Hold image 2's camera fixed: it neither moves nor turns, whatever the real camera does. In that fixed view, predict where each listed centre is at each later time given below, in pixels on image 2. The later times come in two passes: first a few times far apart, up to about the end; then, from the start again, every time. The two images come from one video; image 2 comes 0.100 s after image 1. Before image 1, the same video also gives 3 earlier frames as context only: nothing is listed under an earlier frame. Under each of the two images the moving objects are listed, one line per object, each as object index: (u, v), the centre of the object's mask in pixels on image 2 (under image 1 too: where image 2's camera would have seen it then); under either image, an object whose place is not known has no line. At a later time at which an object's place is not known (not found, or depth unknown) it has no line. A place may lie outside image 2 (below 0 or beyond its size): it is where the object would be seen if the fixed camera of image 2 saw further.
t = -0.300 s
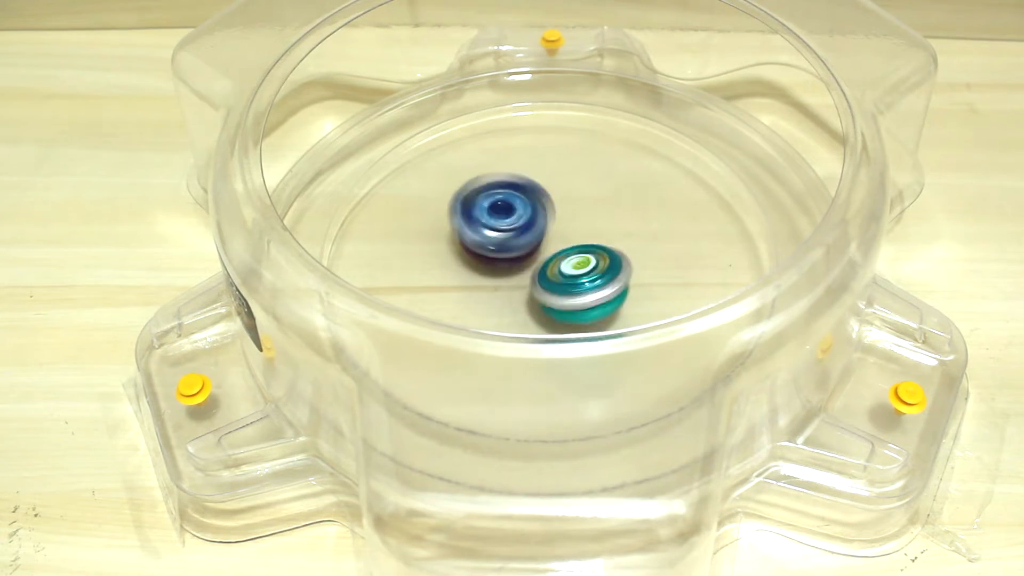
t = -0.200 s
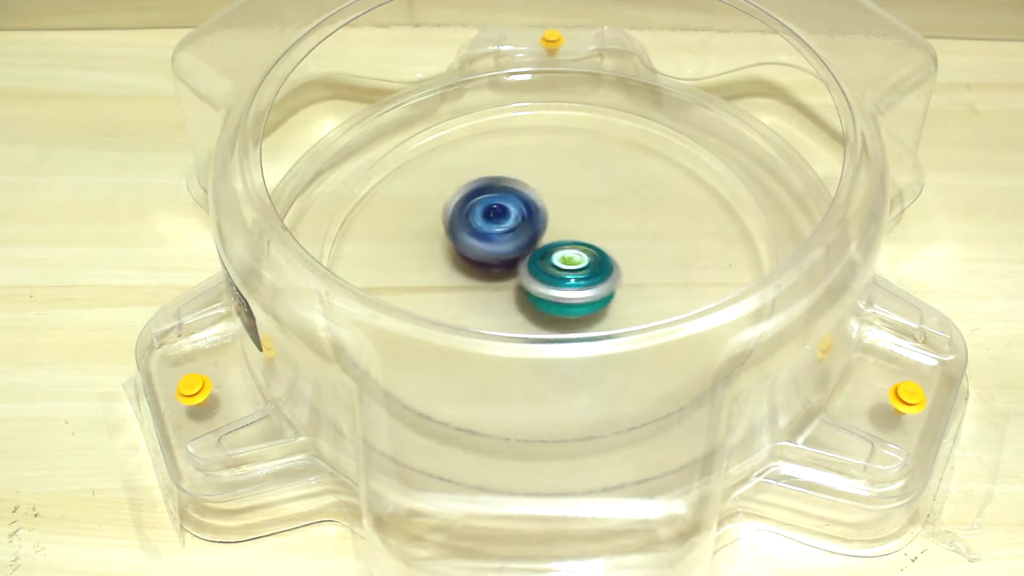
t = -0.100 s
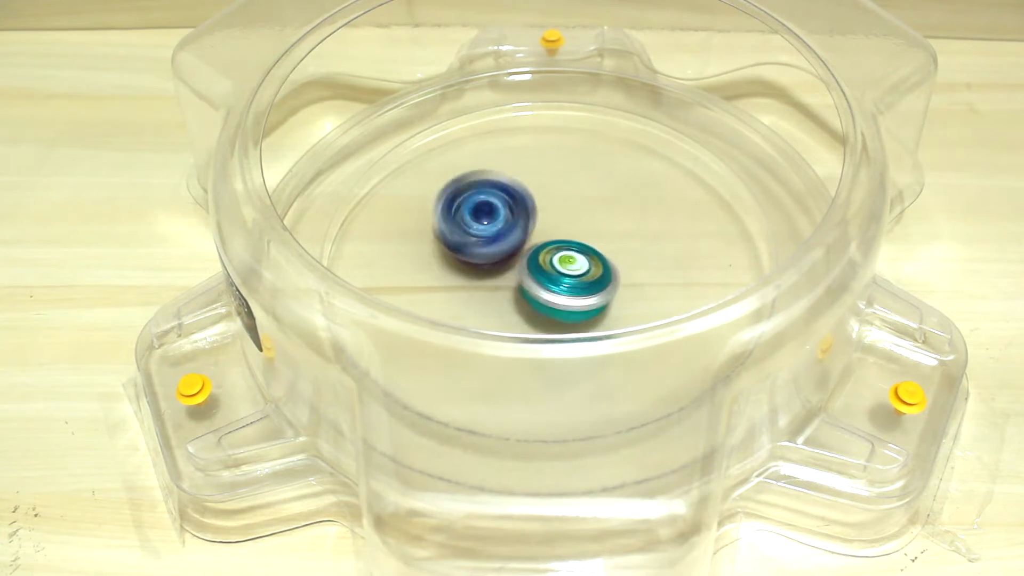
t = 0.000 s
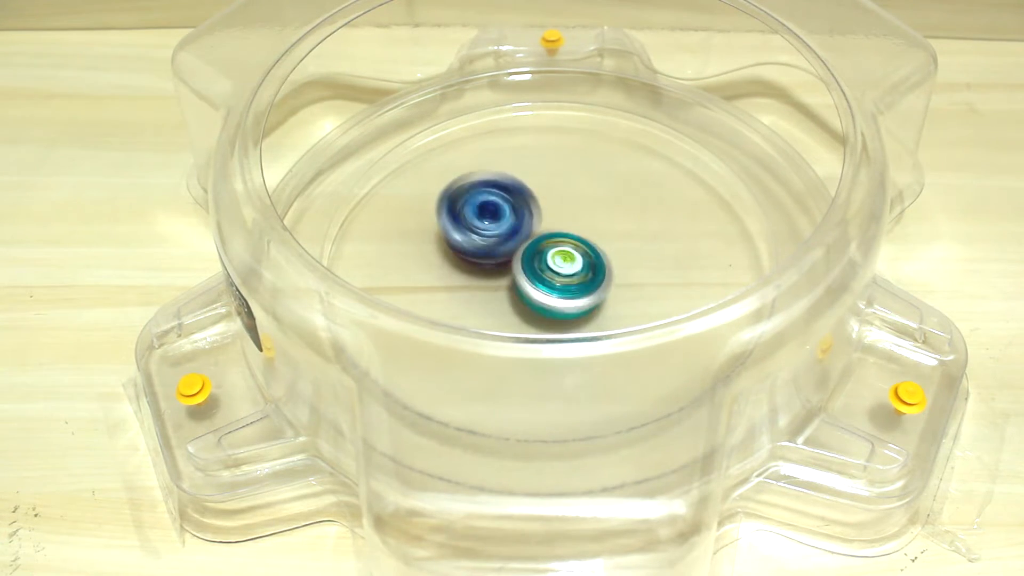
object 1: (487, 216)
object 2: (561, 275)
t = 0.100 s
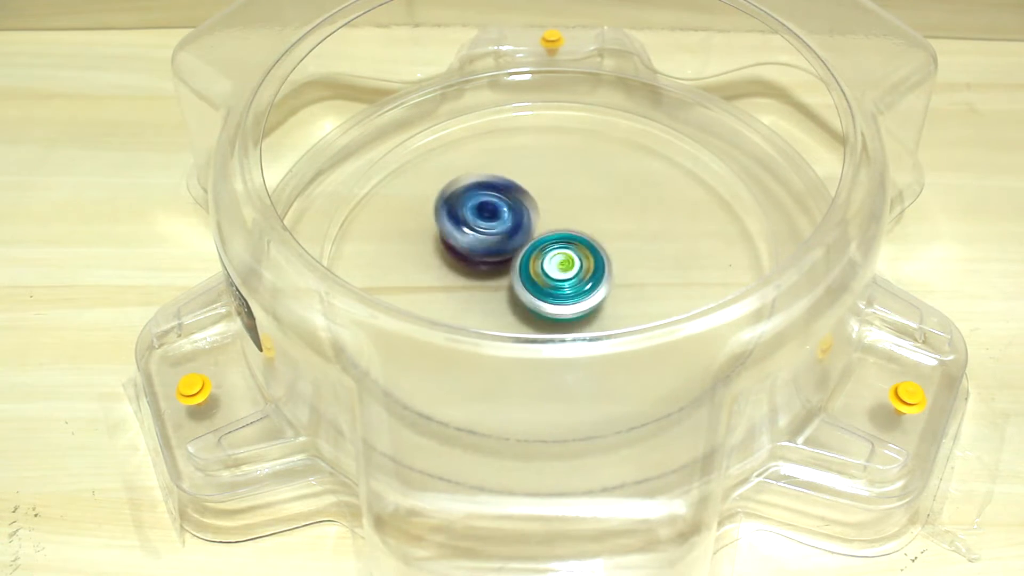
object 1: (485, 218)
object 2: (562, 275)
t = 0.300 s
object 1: (474, 226)
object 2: (575, 287)
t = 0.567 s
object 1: (470, 221)
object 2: (564, 291)
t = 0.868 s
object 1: (472, 196)
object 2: (581, 278)
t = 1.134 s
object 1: (495, 216)
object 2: (573, 271)
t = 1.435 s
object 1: (498, 220)
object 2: (586, 272)
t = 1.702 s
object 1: (481, 216)
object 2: (597, 260)
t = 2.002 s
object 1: (496, 234)
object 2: (598, 246)
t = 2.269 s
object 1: (495, 250)
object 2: (599, 258)
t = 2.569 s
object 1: (474, 249)
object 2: (589, 244)
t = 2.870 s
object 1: (488, 250)
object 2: (586, 239)
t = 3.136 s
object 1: (486, 250)
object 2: (595, 240)
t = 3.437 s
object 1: (487, 251)
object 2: (587, 250)
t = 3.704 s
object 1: (486, 250)
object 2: (572, 287)
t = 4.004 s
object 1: (486, 250)
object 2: (575, 283)
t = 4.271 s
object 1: (486, 250)
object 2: (596, 279)
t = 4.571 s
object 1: (486, 250)
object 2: (571, 290)
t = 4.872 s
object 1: (486, 250)
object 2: (579, 280)
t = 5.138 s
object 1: (486, 250)
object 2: (593, 278)
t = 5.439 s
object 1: (486, 250)
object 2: (571, 291)
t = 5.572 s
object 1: (486, 250)
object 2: (571, 289)
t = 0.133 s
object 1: (482, 219)
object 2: (563, 276)
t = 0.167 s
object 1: (481, 223)
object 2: (563, 278)
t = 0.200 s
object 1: (479, 224)
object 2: (564, 279)
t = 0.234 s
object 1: (472, 223)
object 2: (569, 283)
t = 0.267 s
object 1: (470, 225)
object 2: (572, 286)
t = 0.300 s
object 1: (474, 226)
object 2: (575, 287)
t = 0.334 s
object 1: (477, 225)
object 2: (573, 290)
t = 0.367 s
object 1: (477, 223)
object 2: (571, 291)
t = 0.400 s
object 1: (477, 223)
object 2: (569, 291)
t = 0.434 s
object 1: (478, 224)
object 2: (565, 292)
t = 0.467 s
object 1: (479, 226)
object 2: (561, 288)
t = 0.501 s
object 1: (483, 229)
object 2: (556, 287)
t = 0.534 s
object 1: (483, 228)
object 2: (553, 287)
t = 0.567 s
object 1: (470, 221)
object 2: (564, 291)
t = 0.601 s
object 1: (467, 211)
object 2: (572, 295)
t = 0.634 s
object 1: (462, 204)
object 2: (577, 295)
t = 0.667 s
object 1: (458, 200)
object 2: (580, 293)
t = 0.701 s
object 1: (457, 196)
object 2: (578, 291)
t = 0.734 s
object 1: (458, 197)
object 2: (579, 289)
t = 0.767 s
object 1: (459, 198)
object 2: (580, 286)
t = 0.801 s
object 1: (463, 199)
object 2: (579, 283)
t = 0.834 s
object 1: (469, 198)
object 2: (579, 279)
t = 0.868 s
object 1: (472, 196)
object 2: (581, 278)
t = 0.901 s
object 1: (474, 195)
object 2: (581, 278)
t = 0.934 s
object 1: (474, 196)
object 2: (580, 277)
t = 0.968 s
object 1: (474, 199)
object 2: (580, 277)
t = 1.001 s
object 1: (478, 201)
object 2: (577, 277)
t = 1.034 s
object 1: (483, 205)
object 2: (574, 276)
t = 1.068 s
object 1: (487, 210)
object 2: (574, 274)
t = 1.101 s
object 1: (491, 215)
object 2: (573, 272)
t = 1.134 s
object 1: (495, 216)
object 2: (573, 271)
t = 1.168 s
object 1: (492, 214)
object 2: (580, 274)
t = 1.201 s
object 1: (491, 215)
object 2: (582, 277)
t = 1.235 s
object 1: (491, 217)
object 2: (580, 277)
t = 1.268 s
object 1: (494, 219)
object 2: (579, 277)
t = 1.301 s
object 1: (500, 218)
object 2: (577, 276)
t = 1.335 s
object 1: (502, 220)
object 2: (577, 275)
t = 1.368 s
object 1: (500, 219)
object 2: (580, 273)
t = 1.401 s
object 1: (502, 219)
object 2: (581, 272)
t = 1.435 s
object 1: (498, 220)
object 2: (586, 272)
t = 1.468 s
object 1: (494, 219)
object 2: (592, 273)
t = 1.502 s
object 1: (495, 218)
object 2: (594, 273)
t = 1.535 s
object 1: (495, 216)
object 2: (596, 272)
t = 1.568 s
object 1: (492, 214)
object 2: (595, 269)
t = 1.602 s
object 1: (488, 212)
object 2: (597, 266)
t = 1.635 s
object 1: (484, 212)
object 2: (597, 265)
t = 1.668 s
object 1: (482, 213)
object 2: (597, 263)
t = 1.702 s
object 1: (481, 216)
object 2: (597, 260)
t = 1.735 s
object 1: (484, 219)
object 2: (595, 258)
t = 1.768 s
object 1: (491, 221)
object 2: (591, 256)
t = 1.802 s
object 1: (496, 223)
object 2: (590, 253)
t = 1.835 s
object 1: (496, 224)
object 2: (591, 250)
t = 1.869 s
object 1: (494, 224)
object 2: (590, 248)
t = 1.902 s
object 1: (492, 226)
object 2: (591, 246)
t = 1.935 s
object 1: (492, 229)
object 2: (595, 245)
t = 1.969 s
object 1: (496, 233)
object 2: (597, 245)
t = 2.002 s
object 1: (496, 234)
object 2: (598, 246)
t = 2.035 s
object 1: (491, 235)
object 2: (604, 245)
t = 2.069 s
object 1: (485, 235)
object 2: (611, 247)
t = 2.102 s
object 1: (481, 237)
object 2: (613, 251)
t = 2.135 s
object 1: (481, 241)
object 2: (613, 253)
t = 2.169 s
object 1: (488, 244)
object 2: (612, 255)
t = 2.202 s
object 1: (493, 247)
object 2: (611, 257)
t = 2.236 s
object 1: (496, 249)
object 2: (606, 258)
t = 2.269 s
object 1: (495, 250)
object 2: (599, 258)
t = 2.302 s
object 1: (493, 250)
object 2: (596, 259)
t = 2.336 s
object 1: (487, 252)
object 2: (594, 258)
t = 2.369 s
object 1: (485, 254)
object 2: (590, 257)
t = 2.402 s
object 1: (487, 253)
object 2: (588, 254)
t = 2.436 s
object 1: (483, 252)
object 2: (591, 251)
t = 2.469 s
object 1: (482, 249)
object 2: (591, 250)
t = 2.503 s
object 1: (478, 248)
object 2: (590, 247)
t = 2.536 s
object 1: (476, 248)
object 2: (590, 246)
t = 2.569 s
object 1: (474, 249)
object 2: (589, 244)
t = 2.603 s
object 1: (476, 249)
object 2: (590, 242)
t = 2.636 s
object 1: (481, 249)
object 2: (588, 242)
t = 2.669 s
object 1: (487, 251)
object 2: (587, 243)
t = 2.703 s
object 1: (485, 251)
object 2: (589, 243)
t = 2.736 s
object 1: (484, 250)
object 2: (590, 243)
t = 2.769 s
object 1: (485, 251)
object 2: (591, 243)
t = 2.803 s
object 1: (486, 250)
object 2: (590, 242)
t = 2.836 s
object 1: (487, 250)
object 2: (588, 241)
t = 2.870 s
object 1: (488, 250)
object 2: (586, 239)
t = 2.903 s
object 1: (489, 250)
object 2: (583, 237)
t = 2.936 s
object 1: (489, 251)
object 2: (583, 236)
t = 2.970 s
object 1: (489, 251)
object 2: (583, 235)
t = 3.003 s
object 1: (489, 251)
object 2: (583, 235)
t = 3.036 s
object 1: (489, 251)
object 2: (584, 237)
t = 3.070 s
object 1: (487, 250)
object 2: (585, 238)
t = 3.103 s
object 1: (485, 250)
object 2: (591, 239)
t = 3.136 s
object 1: (486, 250)
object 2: (595, 240)
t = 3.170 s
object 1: (487, 250)
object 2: (597, 241)
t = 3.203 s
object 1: (488, 249)
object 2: (598, 241)
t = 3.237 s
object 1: (488, 249)
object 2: (598, 241)
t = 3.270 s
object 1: (489, 250)
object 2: (598, 241)
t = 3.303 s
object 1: (489, 250)
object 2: (597, 242)
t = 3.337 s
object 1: (488, 250)
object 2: (596, 242)
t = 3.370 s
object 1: (488, 250)
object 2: (595, 244)
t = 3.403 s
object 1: (487, 250)
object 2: (592, 247)
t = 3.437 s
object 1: (487, 251)
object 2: (587, 250)
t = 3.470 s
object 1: (487, 250)
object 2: (583, 253)
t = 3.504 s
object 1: (486, 250)
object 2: (580, 258)
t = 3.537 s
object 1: (486, 250)
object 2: (577, 264)
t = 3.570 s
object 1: (486, 250)
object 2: (575, 269)
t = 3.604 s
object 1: (486, 250)
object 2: (574, 275)
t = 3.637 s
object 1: (486, 250)
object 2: (573, 279)
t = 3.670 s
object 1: (486, 250)
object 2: (572, 284)
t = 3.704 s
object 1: (486, 250)
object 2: (572, 287)
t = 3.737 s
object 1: (486, 250)
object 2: (571, 289)
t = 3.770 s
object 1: (486, 250)
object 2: (571, 291)
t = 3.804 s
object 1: (486, 250)
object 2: (571, 291)
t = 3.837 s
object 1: (486, 250)
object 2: (571, 292)
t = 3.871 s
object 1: (486, 250)
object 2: (571, 291)
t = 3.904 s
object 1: (486, 250)
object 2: (571, 290)
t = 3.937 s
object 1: (486, 250)
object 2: (571, 288)
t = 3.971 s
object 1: (486, 250)
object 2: (572, 286)
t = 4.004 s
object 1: (486, 250)
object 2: (575, 283)
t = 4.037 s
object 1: (486, 250)
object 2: (578, 281)
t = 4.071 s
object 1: (486, 250)
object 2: (582, 280)
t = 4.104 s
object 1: (486, 250)
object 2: (587, 279)
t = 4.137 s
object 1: (486, 250)
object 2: (591, 278)
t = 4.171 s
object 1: (486, 250)
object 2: (594, 279)
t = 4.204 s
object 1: (486, 250)
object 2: (596, 279)
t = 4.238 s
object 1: (486, 250)
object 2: (596, 279)
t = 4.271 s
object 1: (486, 250)
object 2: (596, 279)
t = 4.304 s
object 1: (486, 250)
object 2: (594, 279)
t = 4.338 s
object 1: (486, 250)
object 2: (591, 278)
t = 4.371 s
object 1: (486, 250)
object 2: (588, 279)
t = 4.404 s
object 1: (486, 250)
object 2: (583, 279)
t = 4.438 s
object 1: (486, 250)
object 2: (579, 280)
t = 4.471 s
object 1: (486, 250)
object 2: (576, 282)
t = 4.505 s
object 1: (486, 250)
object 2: (573, 285)
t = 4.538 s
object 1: (486, 250)
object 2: (571, 288)
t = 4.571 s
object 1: (486, 250)
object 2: (571, 290)
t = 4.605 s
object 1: (486, 250)
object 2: (571, 291)
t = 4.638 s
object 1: (486, 250)
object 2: (571, 291)
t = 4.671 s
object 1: (486, 250)
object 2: (571, 291)
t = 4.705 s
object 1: (486, 250)
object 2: (571, 291)
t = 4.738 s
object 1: (486, 250)
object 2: (571, 290)
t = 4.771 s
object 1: (486, 250)
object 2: (571, 287)
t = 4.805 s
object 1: (486, 250)
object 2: (573, 285)
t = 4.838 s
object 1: (486, 250)
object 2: (576, 282)
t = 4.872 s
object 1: (486, 250)
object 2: (579, 280)
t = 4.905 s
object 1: (486, 250)
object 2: (583, 279)
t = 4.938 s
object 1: (486, 250)
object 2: (587, 278)
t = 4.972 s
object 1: (486, 250)
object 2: (591, 278)
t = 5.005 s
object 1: (486, 250)
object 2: (594, 279)
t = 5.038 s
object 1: (486, 250)
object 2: (595, 279)
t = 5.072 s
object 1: (486, 250)
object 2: (596, 279)
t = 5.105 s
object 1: (486, 250)
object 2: (595, 279)
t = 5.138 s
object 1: (486, 250)
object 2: (593, 278)
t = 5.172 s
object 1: (486, 250)
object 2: (590, 278)
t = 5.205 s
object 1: (486, 250)
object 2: (586, 279)
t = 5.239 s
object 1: (486, 250)
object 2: (582, 280)
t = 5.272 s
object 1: (486, 250)
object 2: (578, 281)
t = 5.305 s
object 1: (486, 250)
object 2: (575, 283)
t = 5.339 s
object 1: (486, 250)
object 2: (572, 285)
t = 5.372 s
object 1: (486, 250)
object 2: (571, 288)
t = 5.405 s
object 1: (486, 250)
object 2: (571, 290)
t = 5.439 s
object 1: (486, 250)
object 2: (571, 291)
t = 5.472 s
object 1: (486, 250)
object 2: (571, 291)
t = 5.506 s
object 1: (486, 250)
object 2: (571, 291)
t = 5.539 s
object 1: (486, 250)
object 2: (571, 290)
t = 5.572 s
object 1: (486, 250)
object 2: (571, 289)
